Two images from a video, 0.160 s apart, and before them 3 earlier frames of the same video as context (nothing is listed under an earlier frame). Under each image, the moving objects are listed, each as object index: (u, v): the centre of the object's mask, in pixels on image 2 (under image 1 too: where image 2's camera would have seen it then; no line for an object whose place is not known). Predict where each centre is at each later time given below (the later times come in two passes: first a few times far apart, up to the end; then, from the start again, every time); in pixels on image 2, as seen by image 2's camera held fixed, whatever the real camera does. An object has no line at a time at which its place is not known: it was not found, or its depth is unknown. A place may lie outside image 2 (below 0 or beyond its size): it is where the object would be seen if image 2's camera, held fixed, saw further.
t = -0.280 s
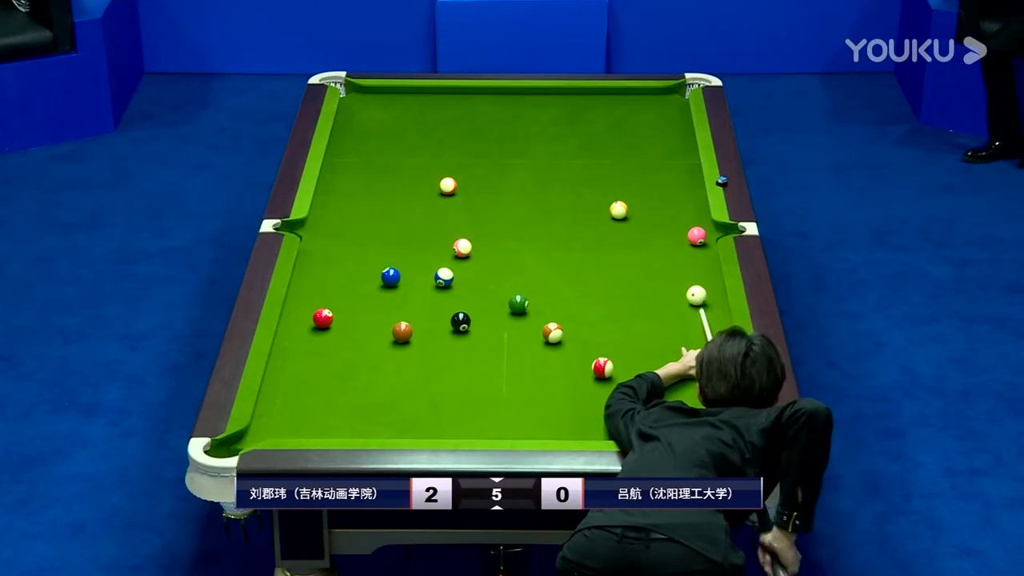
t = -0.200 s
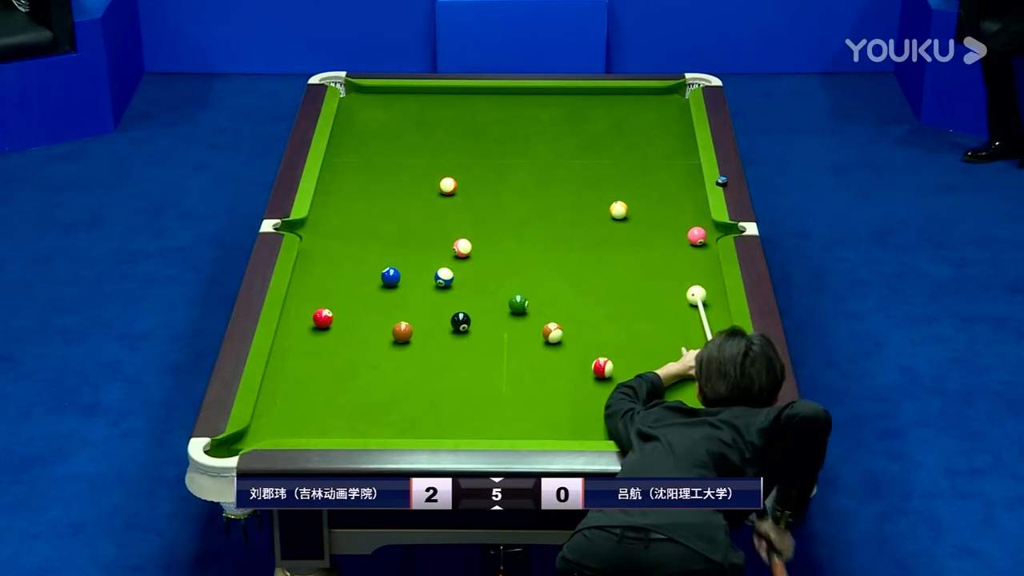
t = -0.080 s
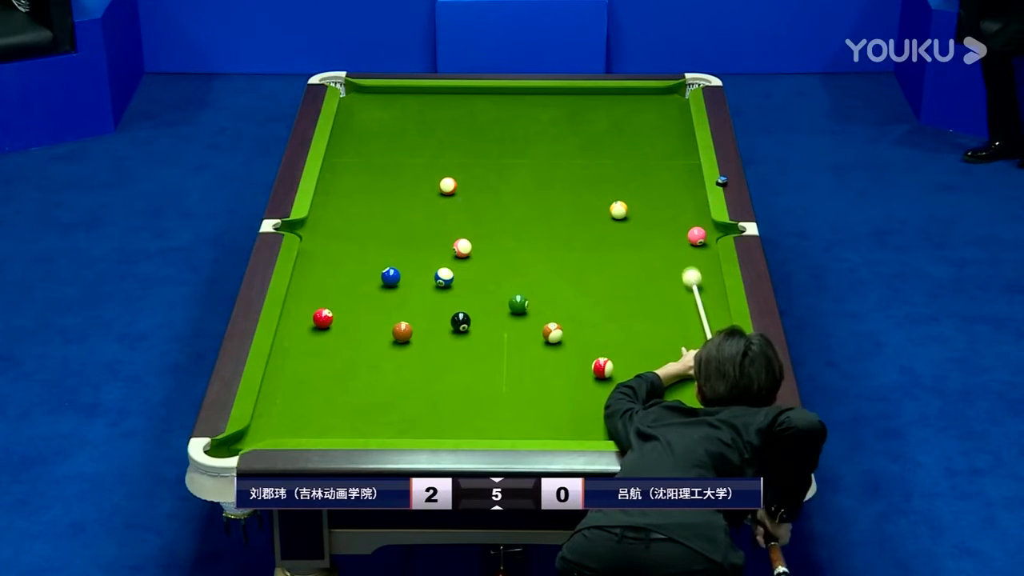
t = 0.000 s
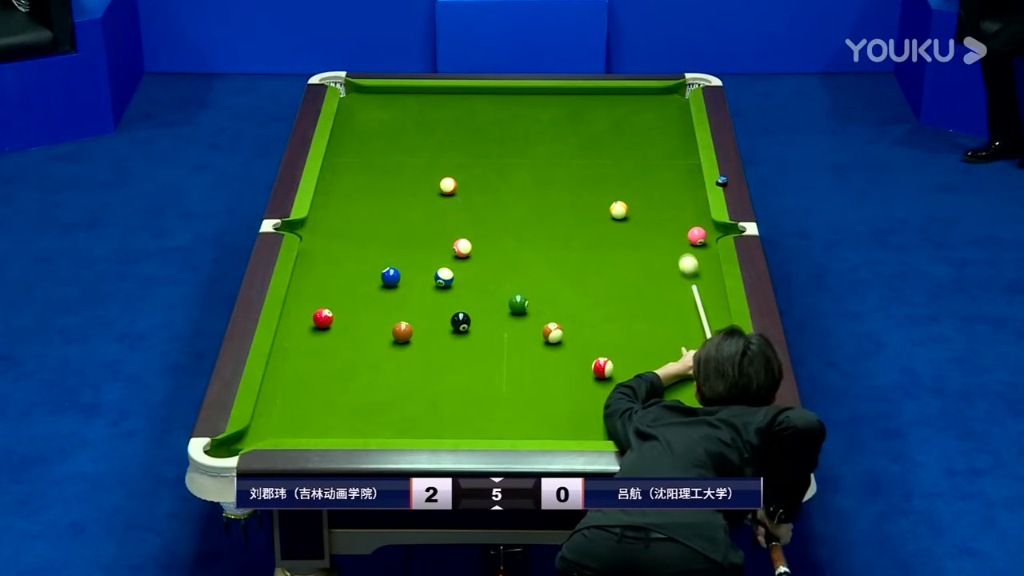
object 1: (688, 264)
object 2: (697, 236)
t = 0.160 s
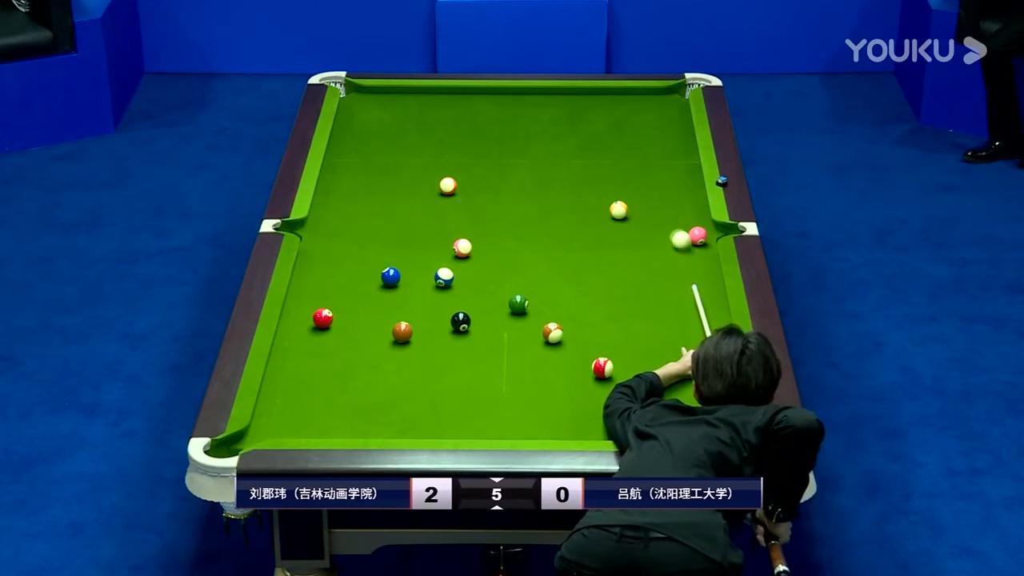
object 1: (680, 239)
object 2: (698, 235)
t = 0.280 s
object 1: (662, 226)
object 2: (710, 231)
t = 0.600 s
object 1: (620, 191)
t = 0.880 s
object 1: (587, 164)
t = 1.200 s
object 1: (553, 136)
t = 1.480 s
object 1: (526, 114)
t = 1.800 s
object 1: (498, 91)
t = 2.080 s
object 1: (479, 102)
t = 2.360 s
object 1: (461, 114)
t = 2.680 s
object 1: (441, 126)
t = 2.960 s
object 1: (425, 137)
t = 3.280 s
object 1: (406, 150)
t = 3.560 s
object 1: (391, 160)
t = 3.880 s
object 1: (374, 171)
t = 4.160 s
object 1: (360, 180)
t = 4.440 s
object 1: (347, 189)
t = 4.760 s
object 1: (333, 198)
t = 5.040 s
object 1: (321, 205)
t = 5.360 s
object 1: (322, 212)
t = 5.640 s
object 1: (324, 217)
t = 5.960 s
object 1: (327, 222)
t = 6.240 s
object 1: (328, 225)
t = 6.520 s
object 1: (329, 227)
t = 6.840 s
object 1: (329, 228)
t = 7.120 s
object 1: (329, 229)
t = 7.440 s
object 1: (329, 229)
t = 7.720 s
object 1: (329, 229)
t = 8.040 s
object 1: (329, 229)
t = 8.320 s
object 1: (329, 229)
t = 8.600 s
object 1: (329, 228)
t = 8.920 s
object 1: (329, 229)
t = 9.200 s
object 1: (329, 229)
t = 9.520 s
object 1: (329, 229)
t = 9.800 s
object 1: (329, 229)
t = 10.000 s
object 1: (329, 229)
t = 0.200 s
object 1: (674, 235)
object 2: (702, 234)
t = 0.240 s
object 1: (668, 230)
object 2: (707, 233)
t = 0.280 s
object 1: (662, 226)
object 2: (710, 231)
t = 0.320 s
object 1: (657, 222)
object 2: (713, 230)
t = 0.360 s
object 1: (651, 217)
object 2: (717, 229)
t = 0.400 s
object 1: (646, 213)
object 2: (720, 229)
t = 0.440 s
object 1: (641, 208)
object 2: (721, 230)
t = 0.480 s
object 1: (636, 204)
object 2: (723, 233)
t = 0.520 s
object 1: (631, 199)
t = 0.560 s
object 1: (626, 195)
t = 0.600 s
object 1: (620, 191)
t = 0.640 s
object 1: (615, 188)
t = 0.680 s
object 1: (610, 183)
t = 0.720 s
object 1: (606, 180)
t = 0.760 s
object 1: (601, 176)
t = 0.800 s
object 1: (596, 172)
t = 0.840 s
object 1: (592, 168)
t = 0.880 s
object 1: (587, 164)
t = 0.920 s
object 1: (583, 161)
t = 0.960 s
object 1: (578, 157)
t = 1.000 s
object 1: (574, 153)
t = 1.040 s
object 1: (570, 150)
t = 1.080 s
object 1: (565, 147)
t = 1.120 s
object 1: (561, 143)
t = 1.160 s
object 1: (557, 139)
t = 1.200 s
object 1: (553, 136)
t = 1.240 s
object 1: (549, 133)
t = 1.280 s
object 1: (545, 130)
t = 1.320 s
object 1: (541, 126)
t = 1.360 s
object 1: (537, 123)
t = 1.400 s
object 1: (533, 120)
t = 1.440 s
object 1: (529, 117)
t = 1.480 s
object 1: (526, 114)
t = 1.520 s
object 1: (522, 111)
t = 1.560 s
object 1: (518, 108)
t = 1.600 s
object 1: (515, 105)
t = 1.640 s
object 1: (511, 102)
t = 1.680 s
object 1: (508, 99)
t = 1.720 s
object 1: (504, 97)
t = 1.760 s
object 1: (501, 94)
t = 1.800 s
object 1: (498, 91)
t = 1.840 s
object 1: (495, 92)
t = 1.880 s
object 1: (492, 94)
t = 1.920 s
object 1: (489, 95)
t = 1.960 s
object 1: (487, 97)
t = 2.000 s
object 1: (484, 99)
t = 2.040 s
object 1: (482, 101)
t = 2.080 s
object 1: (479, 102)
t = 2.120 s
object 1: (476, 104)
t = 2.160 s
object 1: (474, 106)
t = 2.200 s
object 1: (471, 107)
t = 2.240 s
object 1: (469, 109)
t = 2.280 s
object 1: (466, 111)
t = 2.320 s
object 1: (464, 112)
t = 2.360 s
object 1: (461, 114)
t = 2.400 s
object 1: (458, 115)
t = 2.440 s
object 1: (456, 117)
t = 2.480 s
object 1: (453, 119)
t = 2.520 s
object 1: (451, 120)
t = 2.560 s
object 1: (449, 122)
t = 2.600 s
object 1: (446, 123)
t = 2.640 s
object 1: (444, 125)
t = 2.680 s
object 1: (441, 126)
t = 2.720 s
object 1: (439, 128)
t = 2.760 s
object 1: (436, 130)
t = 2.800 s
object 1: (434, 131)
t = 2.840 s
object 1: (432, 133)
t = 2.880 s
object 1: (429, 134)
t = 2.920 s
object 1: (427, 136)
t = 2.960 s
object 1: (425, 137)
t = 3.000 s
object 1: (422, 139)
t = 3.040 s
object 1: (420, 141)
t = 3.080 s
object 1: (418, 142)
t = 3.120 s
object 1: (415, 144)
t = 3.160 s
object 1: (413, 145)
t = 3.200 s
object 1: (411, 147)
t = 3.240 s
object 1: (408, 148)
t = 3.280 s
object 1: (406, 150)
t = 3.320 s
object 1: (404, 151)
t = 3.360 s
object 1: (402, 152)
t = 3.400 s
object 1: (400, 154)
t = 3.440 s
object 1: (398, 155)
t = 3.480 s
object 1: (395, 157)
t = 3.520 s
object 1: (393, 158)
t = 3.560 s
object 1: (391, 160)
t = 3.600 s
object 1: (389, 161)
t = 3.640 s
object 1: (387, 163)
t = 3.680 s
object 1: (385, 164)
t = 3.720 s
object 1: (382, 165)
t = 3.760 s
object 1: (380, 167)
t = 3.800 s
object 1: (378, 168)
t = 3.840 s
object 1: (376, 170)
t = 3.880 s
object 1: (374, 171)
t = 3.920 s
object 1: (373, 172)
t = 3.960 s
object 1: (370, 174)
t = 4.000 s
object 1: (368, 175)
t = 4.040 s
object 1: (366, 176)
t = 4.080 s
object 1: (364, 177)
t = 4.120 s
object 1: (362, 179)
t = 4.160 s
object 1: (360, 180)
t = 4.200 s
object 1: (358, 181)
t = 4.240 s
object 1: (357, 183)
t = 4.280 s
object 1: (355, 184)
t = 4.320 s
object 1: (353, 185)
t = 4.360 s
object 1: (351, 186)
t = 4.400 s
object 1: (349, 188)
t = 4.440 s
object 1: (347, 189)
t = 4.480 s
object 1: (345, 190)
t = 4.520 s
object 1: (344, 191)
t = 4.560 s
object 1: (342, 192)
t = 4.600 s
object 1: (340, 194)
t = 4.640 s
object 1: (338, 195)
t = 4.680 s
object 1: (336, 196)
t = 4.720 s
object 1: (335, 197)
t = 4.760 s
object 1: (333, 198)
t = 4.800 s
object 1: (331, 199)
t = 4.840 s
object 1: (329, 200)
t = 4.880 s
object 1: (328, 201)
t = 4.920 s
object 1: (326, 203)
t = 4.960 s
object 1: (324, 204)
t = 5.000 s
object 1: (323, 205)
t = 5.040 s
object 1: (321, 205)
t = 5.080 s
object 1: (320, 207)
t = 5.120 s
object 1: (319, 207)
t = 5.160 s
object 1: (320, 208)
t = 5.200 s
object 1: (320, 209)
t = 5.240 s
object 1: (320, 210)
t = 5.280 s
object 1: (321, 211)
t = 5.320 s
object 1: (321, 211)
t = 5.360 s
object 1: (322, 212)
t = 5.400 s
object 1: (322, 213)
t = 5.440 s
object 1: (323, 214)
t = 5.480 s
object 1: (323, 214)
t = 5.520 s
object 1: (323, 215)
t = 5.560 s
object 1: (323, 216)
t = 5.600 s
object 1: (324, 216)
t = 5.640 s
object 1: (324, 217)
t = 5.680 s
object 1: (324, 218)
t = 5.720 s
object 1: (325, 218)
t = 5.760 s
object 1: (325, 219)
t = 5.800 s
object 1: (326, 220)
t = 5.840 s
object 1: (326, 220)
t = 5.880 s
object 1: (326, 221)
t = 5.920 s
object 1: (326, 221)
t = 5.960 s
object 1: (327, 222)
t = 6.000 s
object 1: (327, 222)
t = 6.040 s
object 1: (327, 223)
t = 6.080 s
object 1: (327, 223)
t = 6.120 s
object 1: (328, 224)
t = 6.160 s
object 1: (328, 224)
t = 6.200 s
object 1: (328, 224)
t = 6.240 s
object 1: (328, 225)
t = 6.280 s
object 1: (328, 225)
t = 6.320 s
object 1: (328, 226)
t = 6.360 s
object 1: (328, 226)
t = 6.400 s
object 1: (328, 226)
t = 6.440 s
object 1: (329, 226)
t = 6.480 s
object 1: (329, 227)
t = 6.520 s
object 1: (329, 227)
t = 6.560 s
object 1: (329, 227)
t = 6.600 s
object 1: (329, 228)
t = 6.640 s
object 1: (329, 228)
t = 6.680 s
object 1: (329, 228)
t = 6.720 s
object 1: (329, 228)
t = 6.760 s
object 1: (329, 228)
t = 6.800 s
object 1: (329, 228)
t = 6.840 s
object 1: (329, 228)
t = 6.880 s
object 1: (329, 228)
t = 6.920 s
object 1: (329, 229)
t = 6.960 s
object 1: (329, 229)
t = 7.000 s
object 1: (329, 229)
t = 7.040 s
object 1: (329, 229)
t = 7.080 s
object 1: (329, 229)
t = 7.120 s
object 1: (329, 229)
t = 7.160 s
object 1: (329, 229)
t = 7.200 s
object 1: (329, 229)
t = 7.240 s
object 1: (329, 229)
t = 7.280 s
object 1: (329, 229)
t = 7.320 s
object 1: (329, 229)
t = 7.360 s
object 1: (329, 229)
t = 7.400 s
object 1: (329, 229)
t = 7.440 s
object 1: (329, 229)
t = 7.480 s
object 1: (329, 229)
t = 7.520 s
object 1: (329, 229)
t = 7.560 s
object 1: (329, 229)
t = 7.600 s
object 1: (329, 229)
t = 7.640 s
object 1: (329, 229)
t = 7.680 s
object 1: (329, 229)
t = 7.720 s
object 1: (329, 229)
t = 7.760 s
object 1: (329, 229)
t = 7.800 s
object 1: (329, 229)
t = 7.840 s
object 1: (329, 229)
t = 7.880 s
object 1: (329, 229)
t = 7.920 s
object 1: (329, 229)
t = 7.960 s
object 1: (329, 229)
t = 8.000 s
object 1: (329, 229)
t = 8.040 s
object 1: (329, 229)
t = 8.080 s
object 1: (329, 229)
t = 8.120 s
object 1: (329, 229)
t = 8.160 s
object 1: (329, 229)
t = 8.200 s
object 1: (329, 229)
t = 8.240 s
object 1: (329, 229)
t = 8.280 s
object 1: (329, 229)
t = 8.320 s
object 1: (329, 229)
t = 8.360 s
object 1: (329, 229)
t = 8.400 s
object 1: (329, 229)
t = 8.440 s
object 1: (329, 229)
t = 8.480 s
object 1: (329, 228)
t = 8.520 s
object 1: (329, 228)
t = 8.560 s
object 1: (329, 228)
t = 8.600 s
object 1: (329, 228)
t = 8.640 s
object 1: (329, 228)
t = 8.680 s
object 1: (329, 228)
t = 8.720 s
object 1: (329, 228)
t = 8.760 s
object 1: (329, 229)
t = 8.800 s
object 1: (329, 228)
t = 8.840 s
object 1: (329, 228)
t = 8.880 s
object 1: (329, 228)
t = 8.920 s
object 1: (329, 229)
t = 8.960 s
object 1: (329, 228)
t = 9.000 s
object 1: (329, 229)
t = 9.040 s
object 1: (329, 229)
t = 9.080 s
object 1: (329, 229)
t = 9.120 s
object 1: (329, 228)
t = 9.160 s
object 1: (329, 229)
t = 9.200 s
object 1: (329, 229)
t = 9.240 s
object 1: (329, 229)
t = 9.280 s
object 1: (329, 229)
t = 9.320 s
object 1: (329, 229)
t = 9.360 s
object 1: (329, 228)
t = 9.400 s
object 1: (329, 229)
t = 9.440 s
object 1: (329, 229)
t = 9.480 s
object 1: (329, 229)
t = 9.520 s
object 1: (329, 229)
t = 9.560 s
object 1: (329, 229)
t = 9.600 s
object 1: (329, 229)
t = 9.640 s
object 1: (329, 229)
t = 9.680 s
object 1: (329, 229)
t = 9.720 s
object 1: (329, 229)
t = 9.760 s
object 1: (329, 229)
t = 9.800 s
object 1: (329, 229)
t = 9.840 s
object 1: (329, 229)
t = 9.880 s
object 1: (329, 229)
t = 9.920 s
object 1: (329, 229)
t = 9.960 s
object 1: (329, 229)
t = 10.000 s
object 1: (329, 229)
